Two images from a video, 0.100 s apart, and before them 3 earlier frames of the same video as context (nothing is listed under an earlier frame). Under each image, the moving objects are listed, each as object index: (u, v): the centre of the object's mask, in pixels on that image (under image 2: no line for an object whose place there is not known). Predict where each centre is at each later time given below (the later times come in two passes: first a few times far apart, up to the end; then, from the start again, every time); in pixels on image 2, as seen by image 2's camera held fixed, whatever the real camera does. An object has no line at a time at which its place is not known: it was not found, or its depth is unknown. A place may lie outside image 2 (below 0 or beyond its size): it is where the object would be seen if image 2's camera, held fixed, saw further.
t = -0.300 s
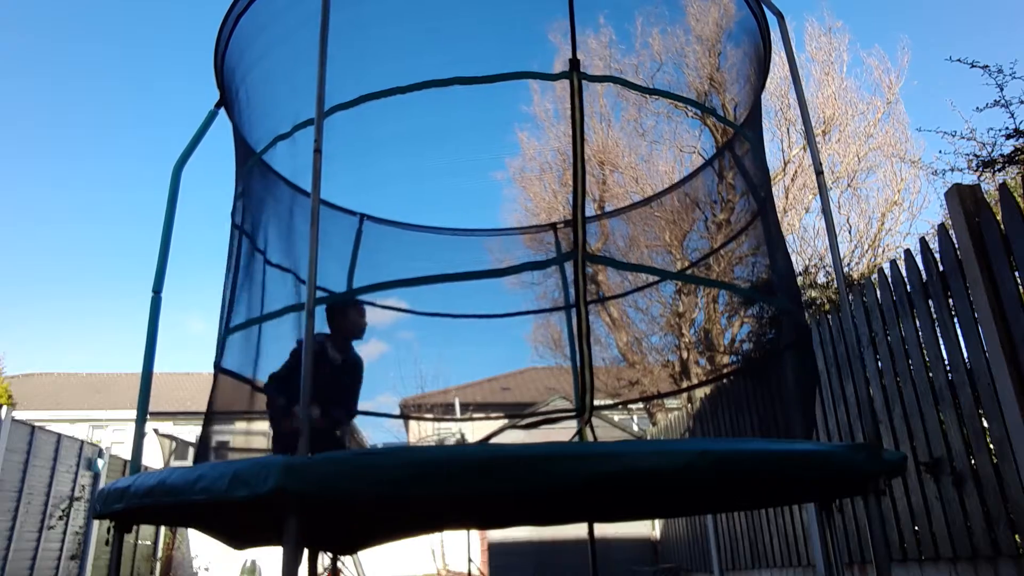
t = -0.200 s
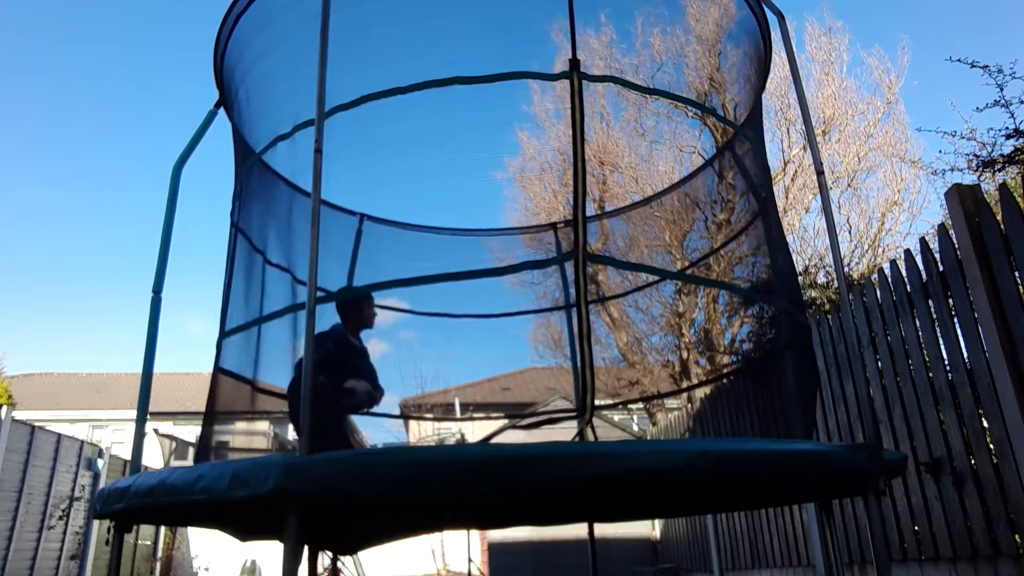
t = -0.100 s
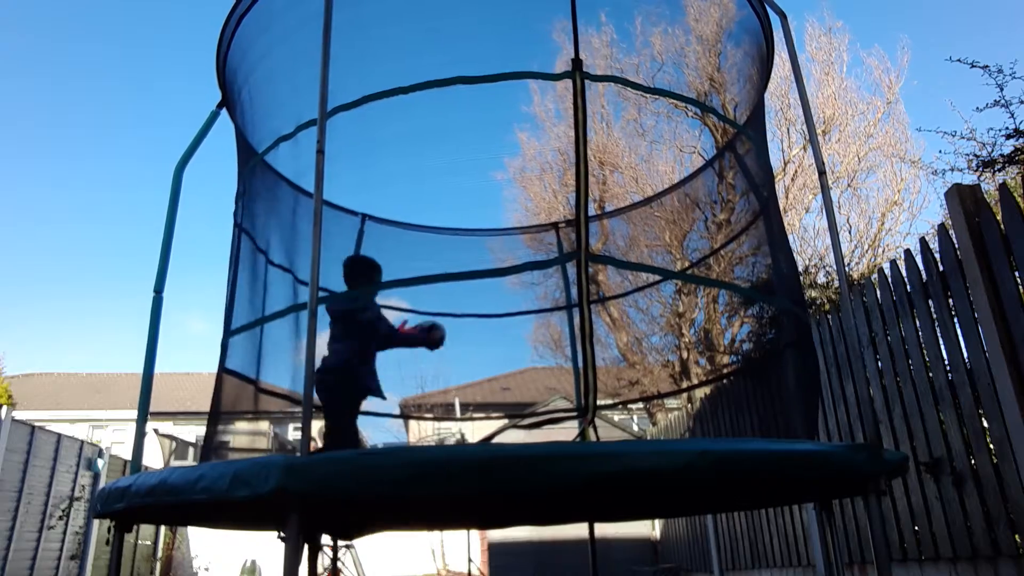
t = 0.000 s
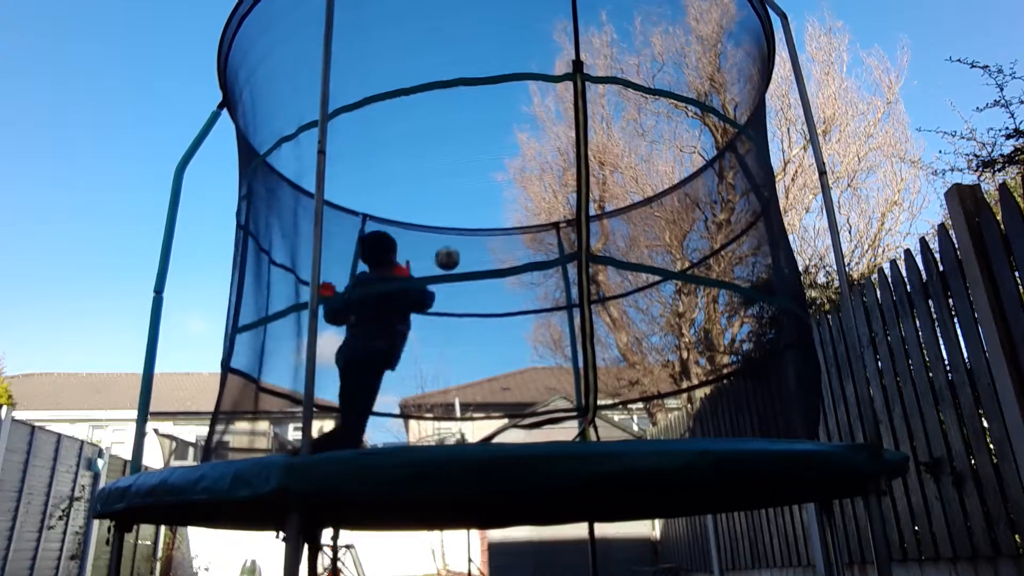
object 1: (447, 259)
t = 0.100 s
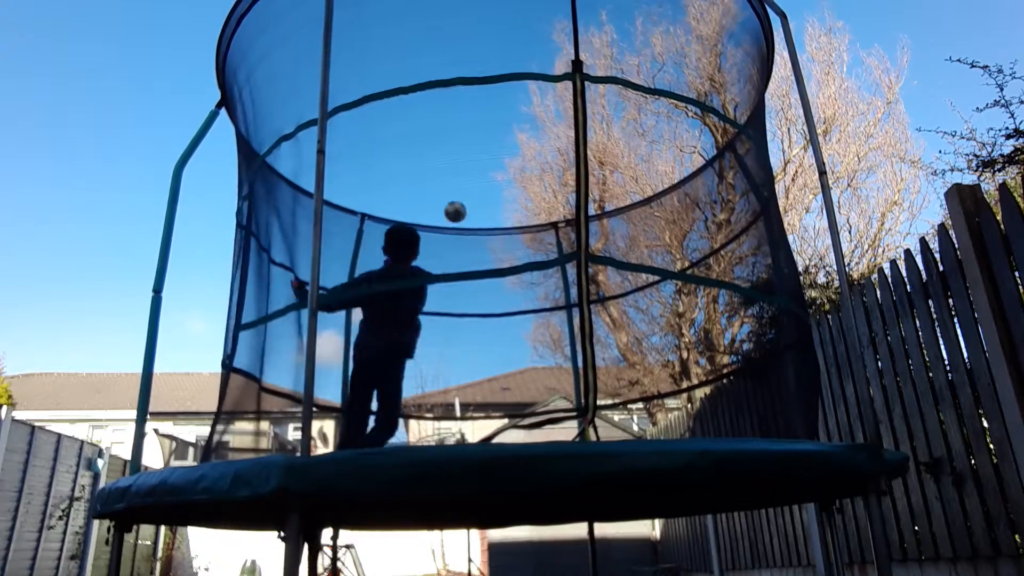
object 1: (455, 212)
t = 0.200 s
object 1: (460, 185)
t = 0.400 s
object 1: (470, 178)
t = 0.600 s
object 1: (479, 209)
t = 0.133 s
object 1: (457, 201)
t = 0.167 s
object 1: (459, 192)
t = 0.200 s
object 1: (460, 185)
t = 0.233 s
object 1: (462, 181)
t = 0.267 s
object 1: (465, 178)
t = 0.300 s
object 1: (466, 176)
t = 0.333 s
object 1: (468, 175)
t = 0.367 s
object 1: (469, 176)
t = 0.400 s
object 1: (470, 178)
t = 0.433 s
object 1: (472, 181)
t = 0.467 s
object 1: (474, 184)
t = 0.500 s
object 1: (475, 190)
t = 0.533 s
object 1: (477, 195)
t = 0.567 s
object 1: (478, 202)
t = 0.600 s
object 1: (479, 209)
